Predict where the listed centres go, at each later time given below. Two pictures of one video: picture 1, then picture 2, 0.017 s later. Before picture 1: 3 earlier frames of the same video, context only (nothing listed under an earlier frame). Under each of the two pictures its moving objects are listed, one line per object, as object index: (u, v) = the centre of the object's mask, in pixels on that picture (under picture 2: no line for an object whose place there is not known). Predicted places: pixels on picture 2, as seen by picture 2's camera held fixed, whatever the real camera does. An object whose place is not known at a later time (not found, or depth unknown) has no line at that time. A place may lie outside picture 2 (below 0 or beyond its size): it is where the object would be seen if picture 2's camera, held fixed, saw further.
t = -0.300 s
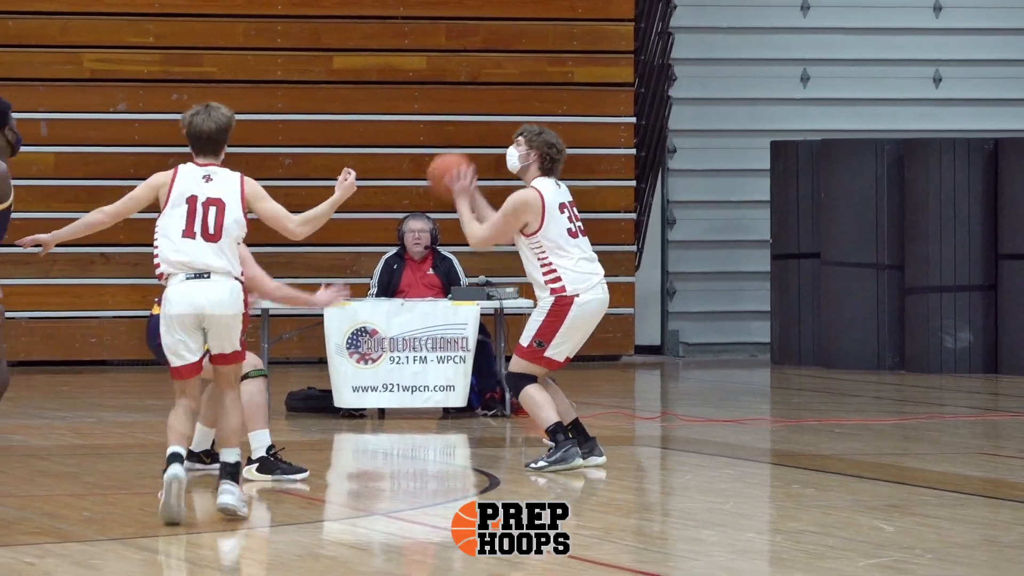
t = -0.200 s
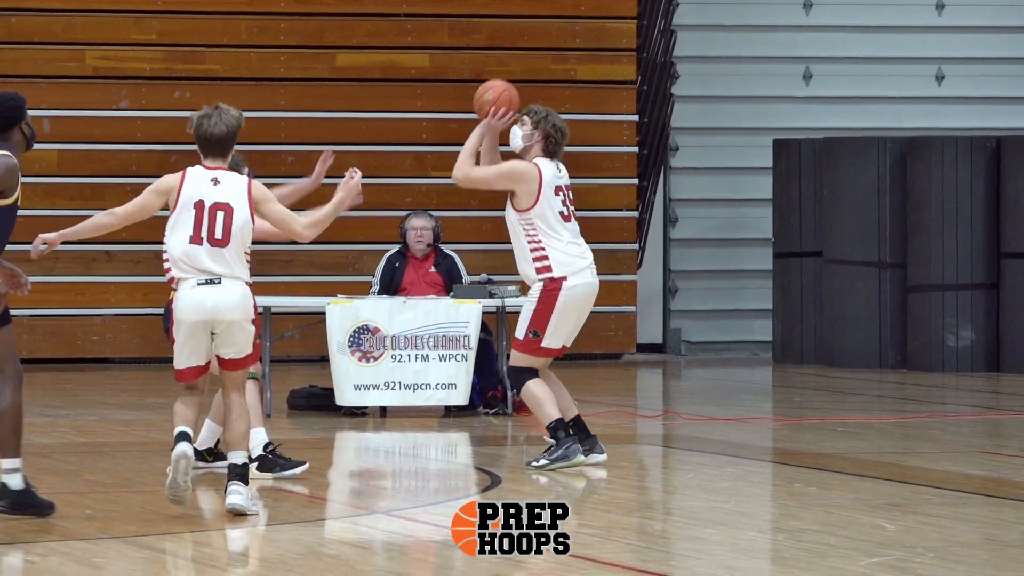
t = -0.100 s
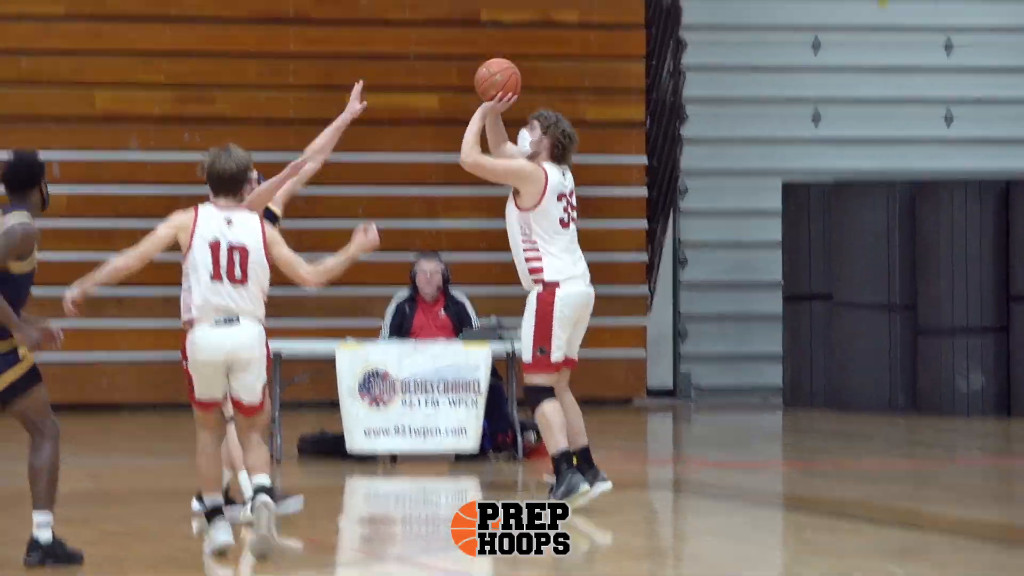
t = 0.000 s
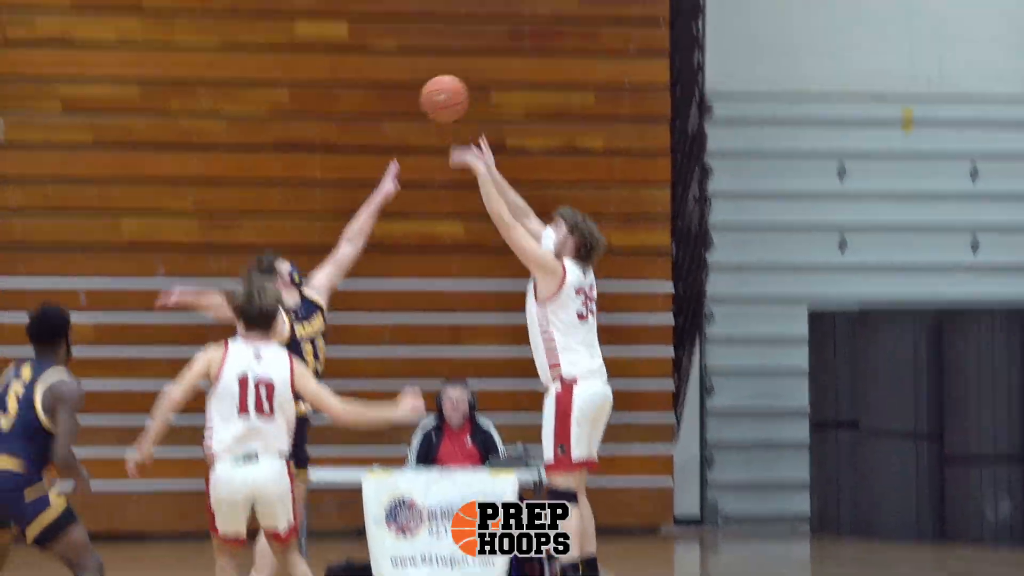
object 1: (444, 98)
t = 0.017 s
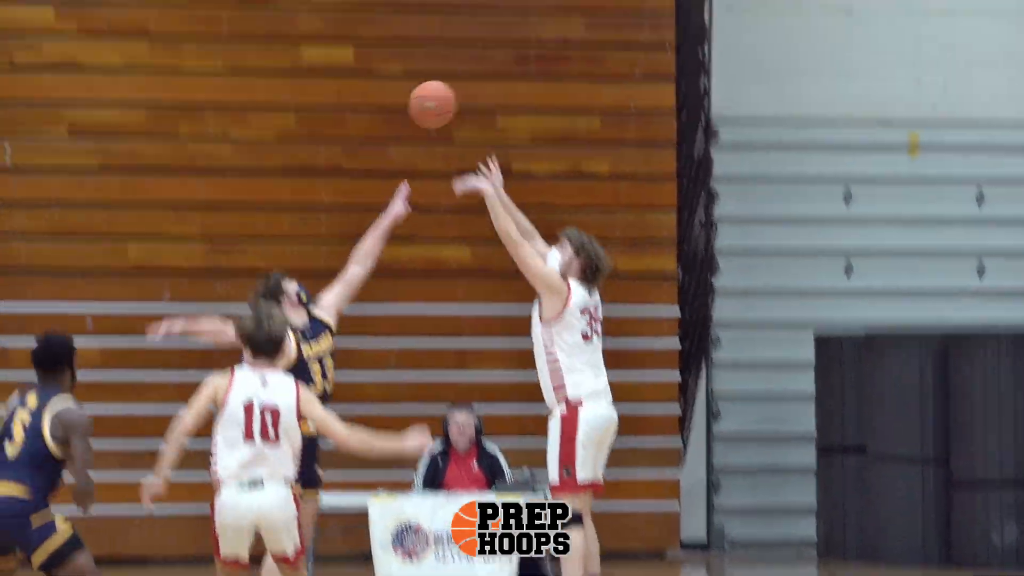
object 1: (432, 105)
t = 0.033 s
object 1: (413, 86)
